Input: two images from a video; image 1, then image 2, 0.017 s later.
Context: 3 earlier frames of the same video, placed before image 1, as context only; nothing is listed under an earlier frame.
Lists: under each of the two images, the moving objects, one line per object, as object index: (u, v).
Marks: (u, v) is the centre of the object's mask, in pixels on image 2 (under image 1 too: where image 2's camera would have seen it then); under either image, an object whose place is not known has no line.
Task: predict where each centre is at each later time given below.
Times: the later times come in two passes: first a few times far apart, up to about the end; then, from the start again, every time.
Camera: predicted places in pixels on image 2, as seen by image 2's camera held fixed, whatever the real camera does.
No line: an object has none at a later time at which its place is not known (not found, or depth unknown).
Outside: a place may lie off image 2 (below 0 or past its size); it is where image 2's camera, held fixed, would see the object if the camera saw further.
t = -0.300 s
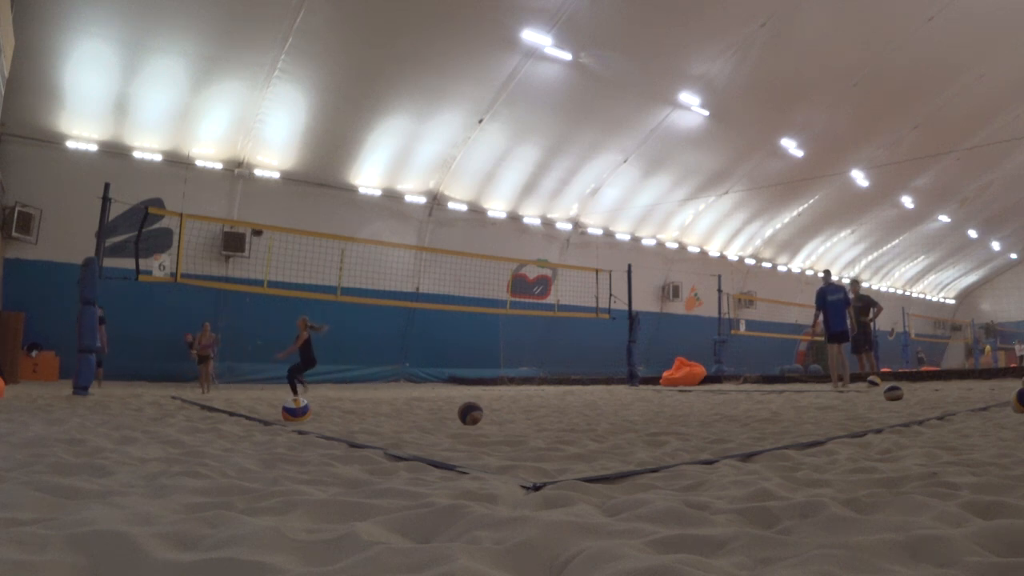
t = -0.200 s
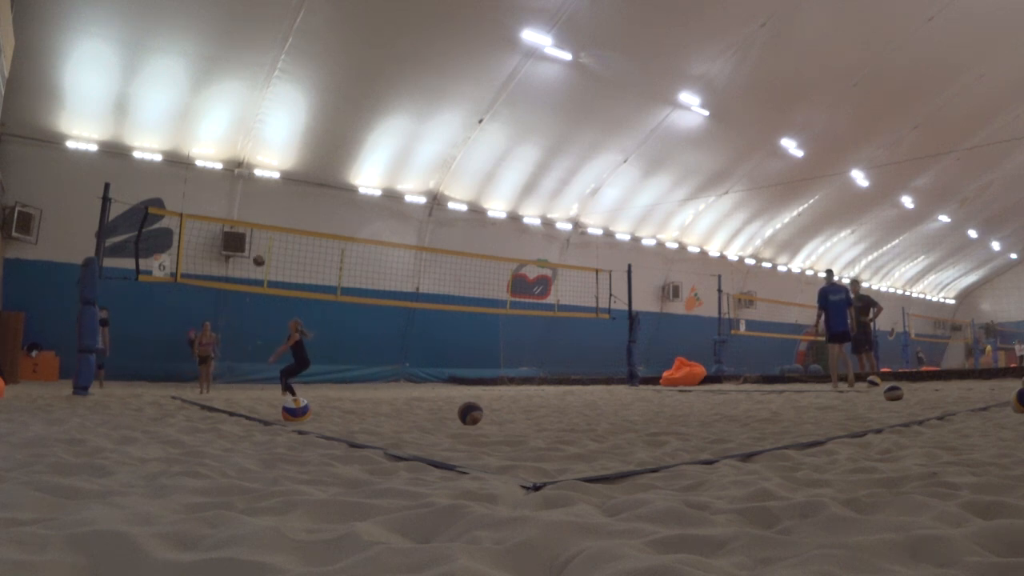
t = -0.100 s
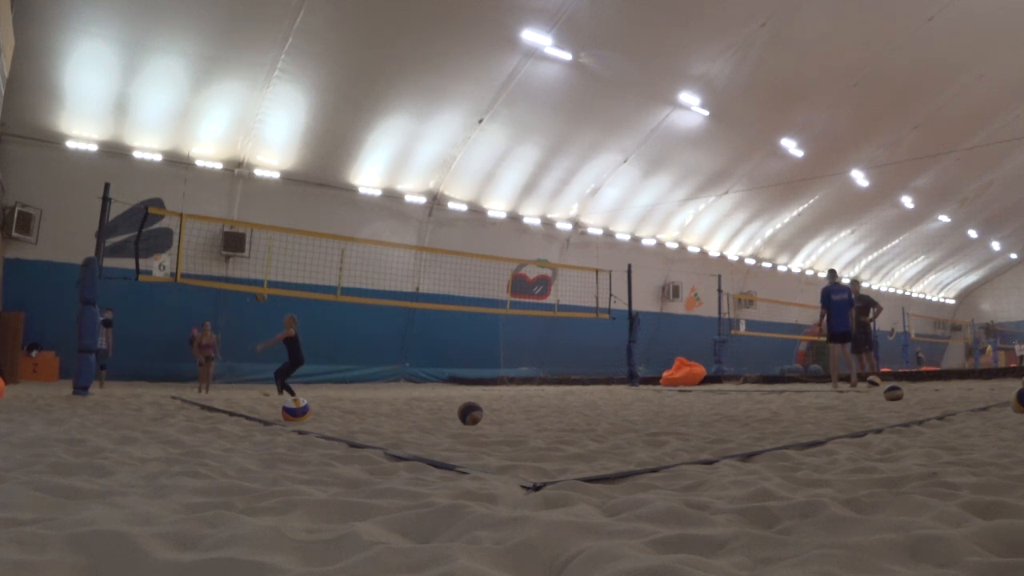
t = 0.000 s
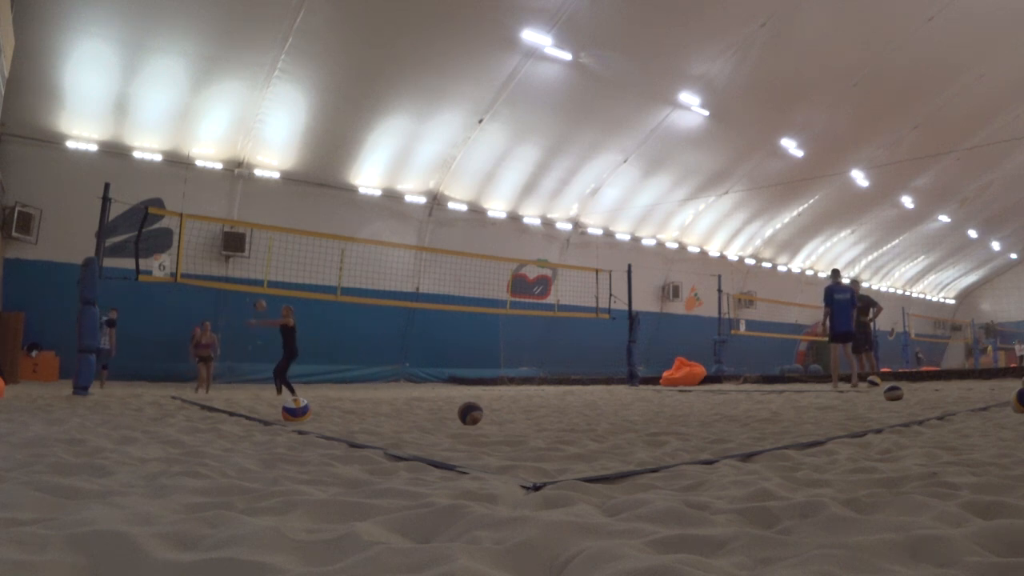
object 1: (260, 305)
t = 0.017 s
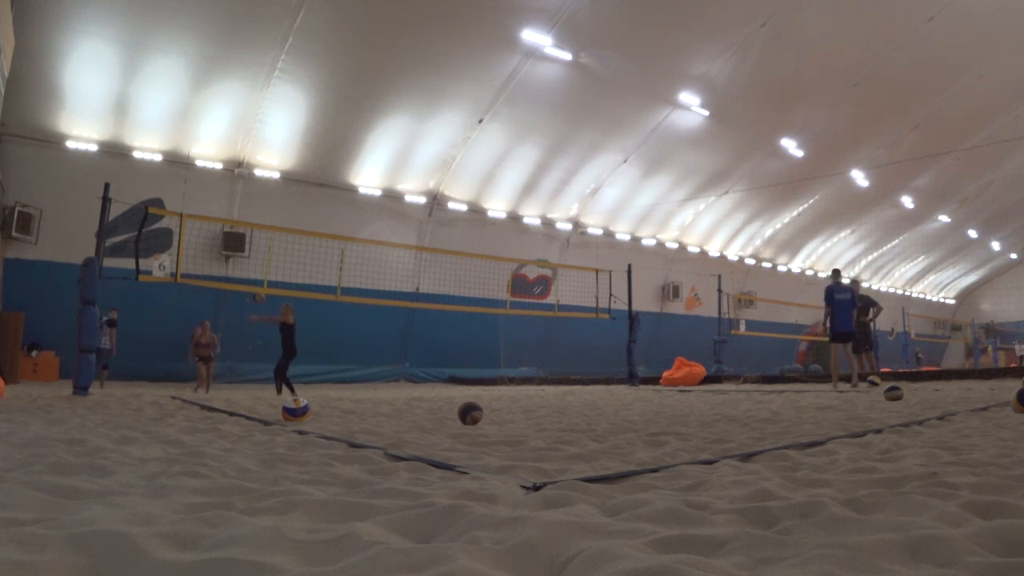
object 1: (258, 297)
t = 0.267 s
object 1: (243, 183)
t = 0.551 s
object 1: (229, 105)
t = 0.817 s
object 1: (212, 75)
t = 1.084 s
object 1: (192, 84)
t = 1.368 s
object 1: (165, 140)
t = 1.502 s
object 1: (151, 185)
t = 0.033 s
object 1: (260, 283)
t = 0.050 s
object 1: (256, 279)
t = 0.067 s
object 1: (254, 270)
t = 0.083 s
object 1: (253, 262)
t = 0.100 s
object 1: (253, 253)
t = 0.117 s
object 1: (251, 246)
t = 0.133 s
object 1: (251, 238)
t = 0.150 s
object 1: (250, 232)
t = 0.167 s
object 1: (249, 220)
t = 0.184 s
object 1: (247, 216)
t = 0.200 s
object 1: (246, 209)
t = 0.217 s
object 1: (245, 202)
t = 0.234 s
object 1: (244, 196)
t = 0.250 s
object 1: (244, 189)
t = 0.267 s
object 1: (243, 183)
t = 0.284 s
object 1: (242, 176)
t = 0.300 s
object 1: (241, 171)
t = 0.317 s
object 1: (241, 166)
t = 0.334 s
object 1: (240, 161)
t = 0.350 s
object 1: (239, 156)
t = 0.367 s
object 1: (238, 150)
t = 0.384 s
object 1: (237, 145)
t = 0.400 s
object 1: (237, 140)
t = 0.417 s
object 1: (236, 136)
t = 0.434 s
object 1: (235, 132)
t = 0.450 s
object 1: (234, 127)
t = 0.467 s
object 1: (233, 123)
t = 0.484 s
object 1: (232, 119)
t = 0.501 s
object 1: (232, 116)
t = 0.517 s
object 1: (231, 112)
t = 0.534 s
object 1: (230, 109)
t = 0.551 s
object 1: (229, 105)
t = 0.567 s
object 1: (228, 102)
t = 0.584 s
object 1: (227, 99)
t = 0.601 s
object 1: (226, 97)
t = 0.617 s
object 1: (225, 94)
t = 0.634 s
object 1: (224, 92)
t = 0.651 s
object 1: (223, 89)
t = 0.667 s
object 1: (222, 87)
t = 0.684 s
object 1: (221, 85)
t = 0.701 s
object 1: (220, 84)
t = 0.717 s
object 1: (219, 82)
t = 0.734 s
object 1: (218, 81)
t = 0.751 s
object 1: (217, 79)
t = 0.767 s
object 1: (216, 78)
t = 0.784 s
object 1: (214, 77)
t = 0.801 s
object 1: (213, 76)
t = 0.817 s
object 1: (212, 75)
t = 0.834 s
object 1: (211, 75)
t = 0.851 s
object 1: (210, 74)
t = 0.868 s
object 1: (209, 74)
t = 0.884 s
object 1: (208, 74)
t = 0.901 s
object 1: (206, 74)
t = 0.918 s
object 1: (205, 74)
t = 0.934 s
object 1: (204, 74)
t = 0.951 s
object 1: (203, 75)
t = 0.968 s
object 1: (201, 76)
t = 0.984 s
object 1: (200, 76)
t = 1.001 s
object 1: (199, 77)
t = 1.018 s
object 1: (197, 78)
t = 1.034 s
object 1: (196, 80)
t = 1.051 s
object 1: (194, 81)
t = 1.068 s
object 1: (193, 83)
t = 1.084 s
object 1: (192, 84)
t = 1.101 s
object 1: (190, 86)
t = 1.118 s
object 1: (189, 88)
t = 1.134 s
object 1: (187, 90)
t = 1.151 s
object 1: (186, 93)
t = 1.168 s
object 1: (184, 96)
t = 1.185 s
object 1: (183, 98)
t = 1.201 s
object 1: (181, 101)
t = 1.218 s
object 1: (180, 104)
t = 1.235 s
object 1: (178, 108)
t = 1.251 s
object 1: (177, 111)
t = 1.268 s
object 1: (175, 115)
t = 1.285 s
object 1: (173, 118)
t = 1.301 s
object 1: (172, 122)
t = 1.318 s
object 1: (170, 126)
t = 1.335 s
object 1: (169, 131)
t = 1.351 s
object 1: (167, 135)
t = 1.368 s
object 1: (165, 140)
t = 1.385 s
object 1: (164, 145)
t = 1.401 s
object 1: (162, 150)
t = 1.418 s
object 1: (160, 156)
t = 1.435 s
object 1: (159, 161)
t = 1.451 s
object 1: (157, 167)
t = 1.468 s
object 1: (155, 173)
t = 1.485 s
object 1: (153, 179)
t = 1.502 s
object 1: (151, 185)
